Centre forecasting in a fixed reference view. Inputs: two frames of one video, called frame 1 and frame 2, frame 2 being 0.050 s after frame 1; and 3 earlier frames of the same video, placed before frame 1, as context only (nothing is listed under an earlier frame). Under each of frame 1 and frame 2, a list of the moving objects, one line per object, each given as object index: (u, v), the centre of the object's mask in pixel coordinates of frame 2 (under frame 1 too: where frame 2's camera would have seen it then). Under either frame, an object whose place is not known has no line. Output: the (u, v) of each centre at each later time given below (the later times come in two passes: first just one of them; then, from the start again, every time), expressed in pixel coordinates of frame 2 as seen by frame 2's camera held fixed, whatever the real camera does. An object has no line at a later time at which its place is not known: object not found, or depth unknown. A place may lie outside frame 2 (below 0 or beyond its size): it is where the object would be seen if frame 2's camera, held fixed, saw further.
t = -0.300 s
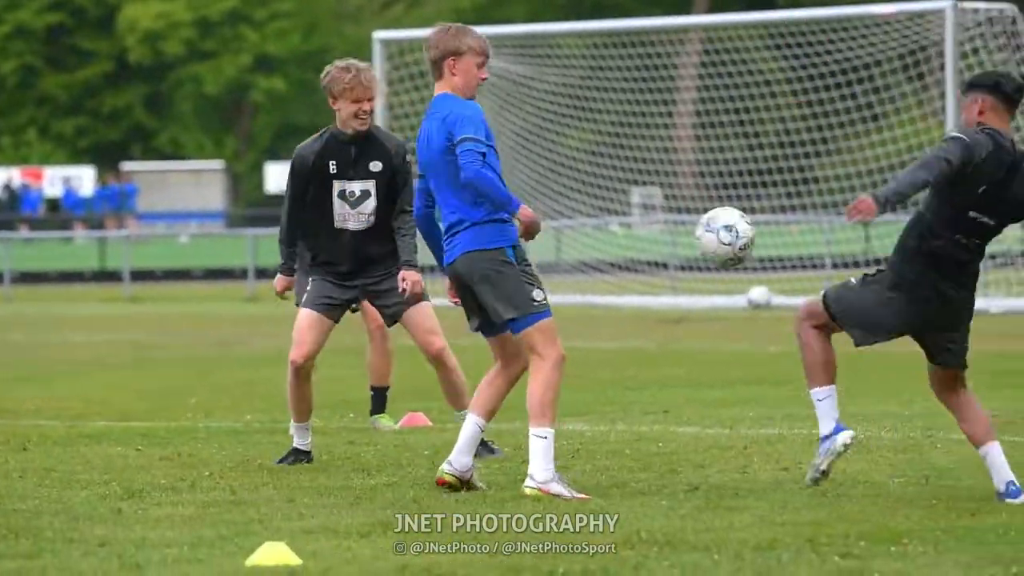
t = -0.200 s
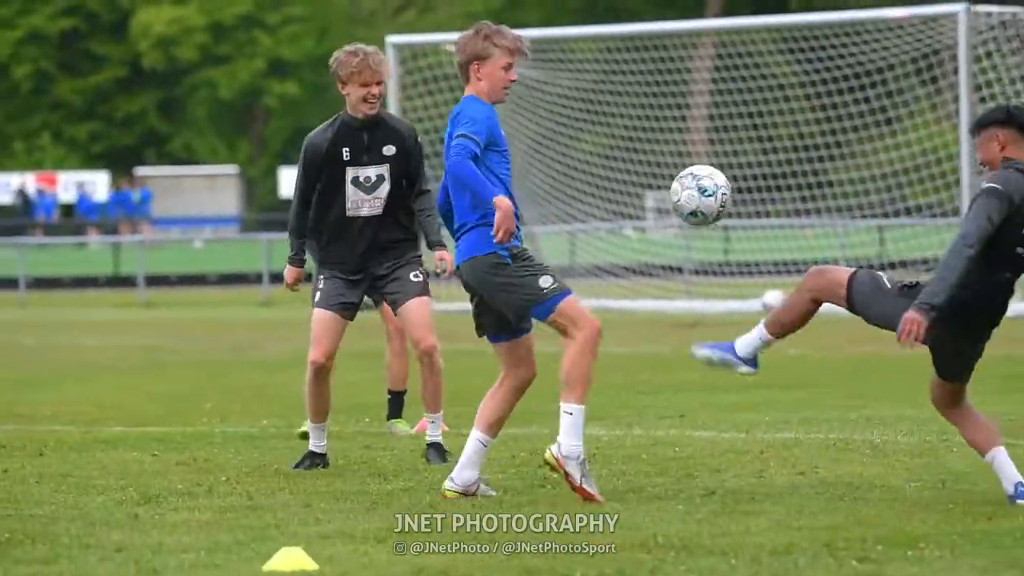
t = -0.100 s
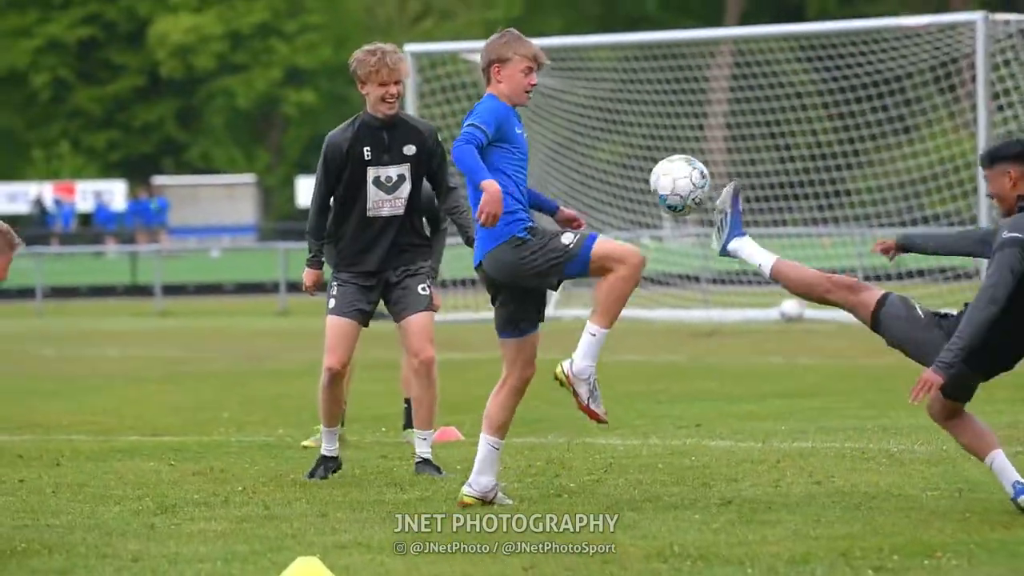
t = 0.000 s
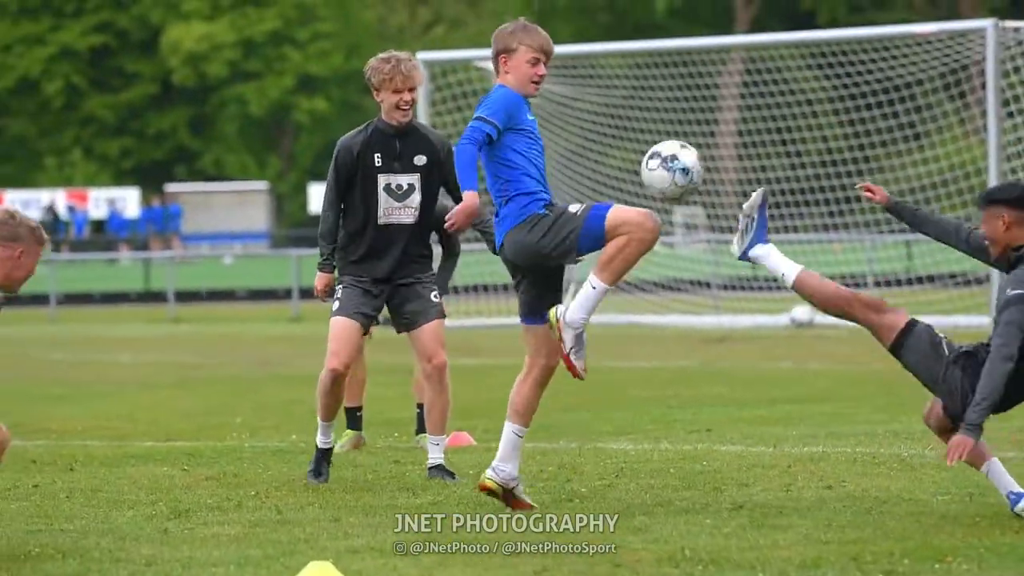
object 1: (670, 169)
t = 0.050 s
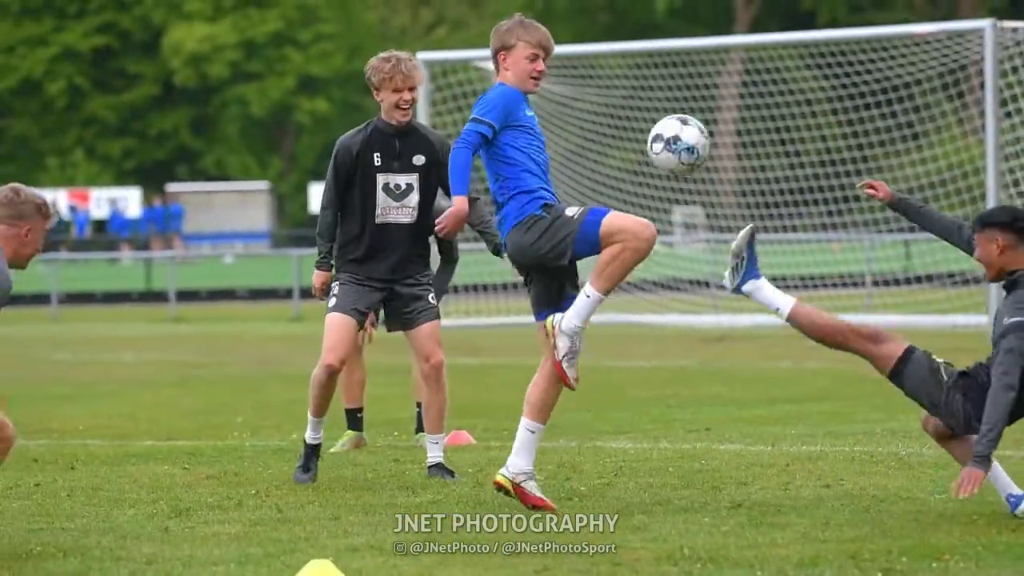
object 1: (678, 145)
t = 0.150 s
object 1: (692, 117)
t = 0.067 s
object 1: (680, 138)
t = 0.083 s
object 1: (683, 132)
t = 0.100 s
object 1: (686, 126)
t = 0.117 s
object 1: (688, 122)
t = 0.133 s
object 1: (691, 118)
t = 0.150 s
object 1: (692, 117)
